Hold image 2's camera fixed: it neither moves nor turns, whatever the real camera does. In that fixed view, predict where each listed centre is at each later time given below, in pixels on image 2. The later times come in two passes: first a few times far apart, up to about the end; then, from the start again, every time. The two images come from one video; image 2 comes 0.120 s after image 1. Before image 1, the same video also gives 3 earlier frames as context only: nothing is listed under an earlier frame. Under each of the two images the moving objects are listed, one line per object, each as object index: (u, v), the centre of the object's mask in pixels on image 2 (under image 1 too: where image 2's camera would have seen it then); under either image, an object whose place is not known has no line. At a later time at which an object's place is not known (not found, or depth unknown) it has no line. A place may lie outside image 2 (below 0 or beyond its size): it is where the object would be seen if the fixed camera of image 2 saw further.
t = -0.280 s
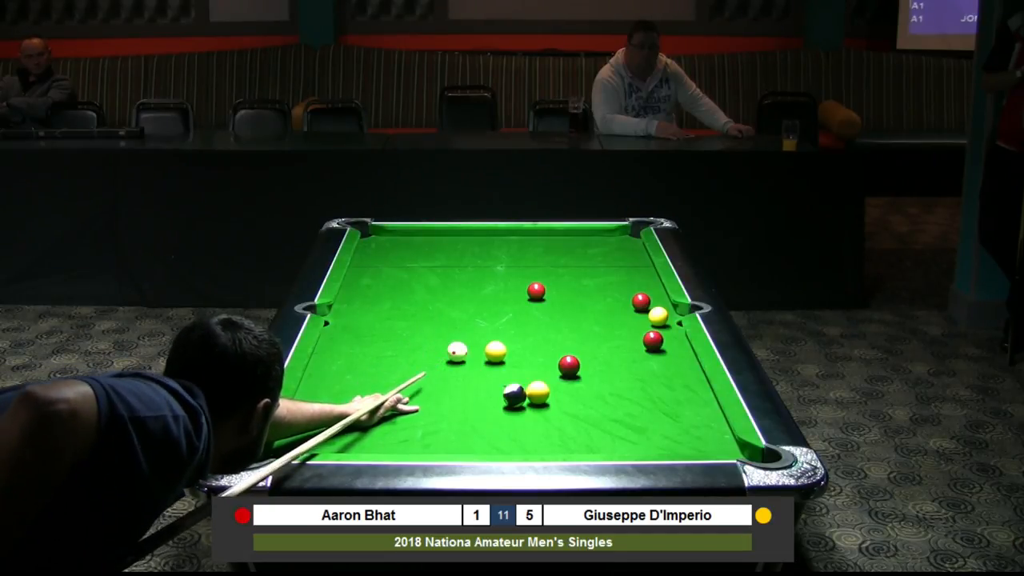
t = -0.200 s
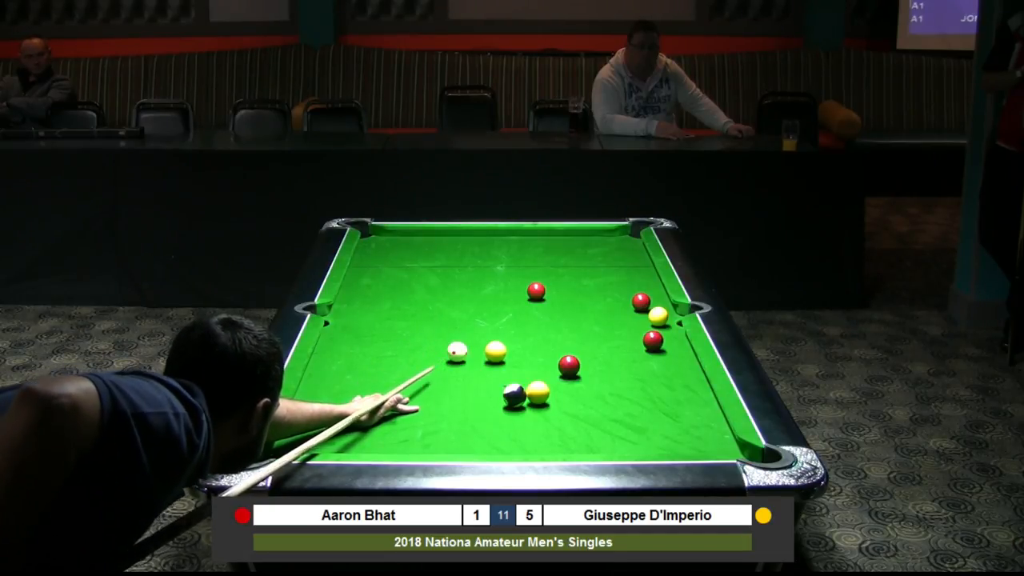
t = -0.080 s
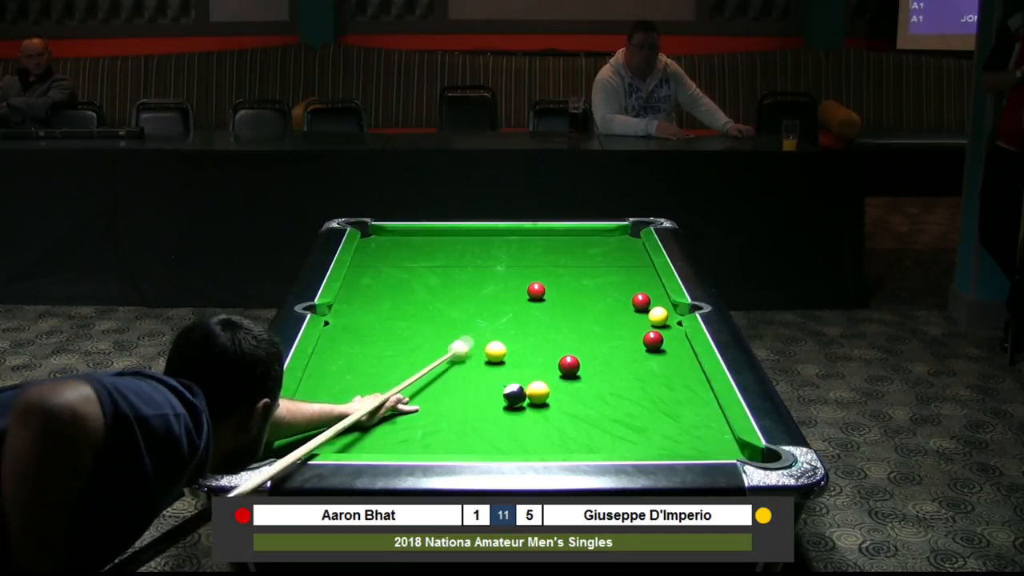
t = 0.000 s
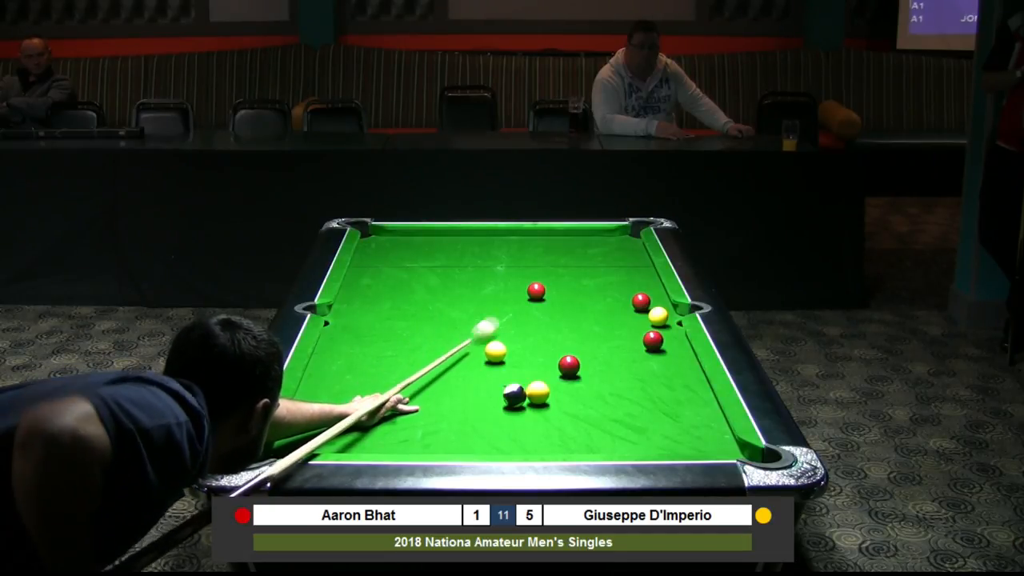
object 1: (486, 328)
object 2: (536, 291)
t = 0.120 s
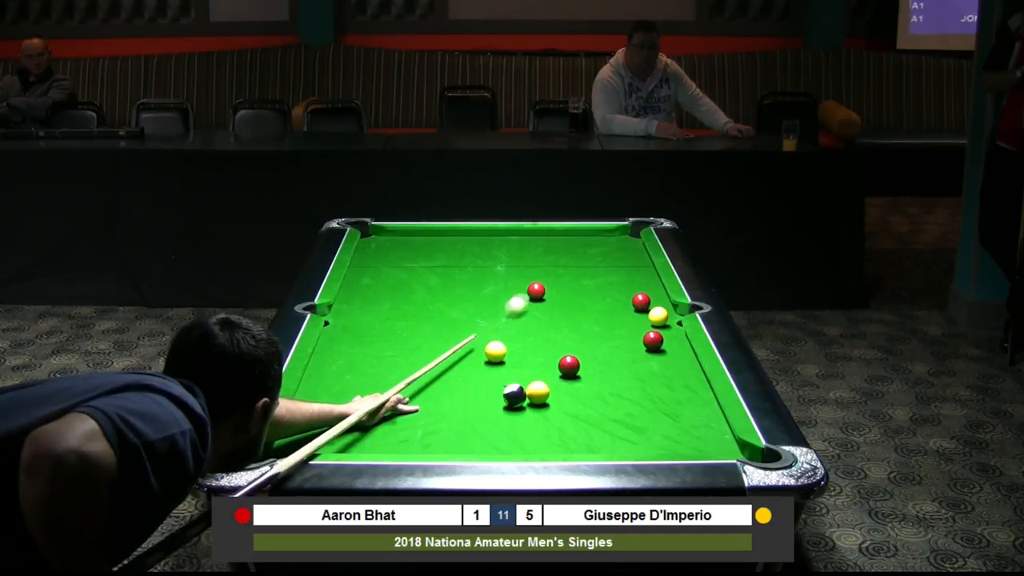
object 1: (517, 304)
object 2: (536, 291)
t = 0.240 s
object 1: (526, 296)
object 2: (551, 281)
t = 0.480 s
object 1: (527, 288)
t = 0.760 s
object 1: (530, 280)
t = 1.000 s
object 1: (532, 274)
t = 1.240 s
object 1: (534, 268)
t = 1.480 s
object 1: (535, 264)
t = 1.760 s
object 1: (536, 259)
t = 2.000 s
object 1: (536, 256)
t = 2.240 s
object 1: (536, 253)
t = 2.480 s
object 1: (536, 251)
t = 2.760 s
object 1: (536, 249)
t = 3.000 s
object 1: (536, 248)
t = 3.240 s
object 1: (536, 248)
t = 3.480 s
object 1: (536, 248)
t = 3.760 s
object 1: (536, 248)
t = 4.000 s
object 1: (536, 248)
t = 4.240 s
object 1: (536, 248)
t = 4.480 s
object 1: (536, 248)
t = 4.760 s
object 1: (536, 248)
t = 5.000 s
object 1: (536, 248)
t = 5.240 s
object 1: (536, 248)
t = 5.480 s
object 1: (536, 248)
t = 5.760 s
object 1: (536, 248)
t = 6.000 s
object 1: (536, 248)
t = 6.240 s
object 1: (536, 248)
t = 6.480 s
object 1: (536, 248)
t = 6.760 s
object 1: (536, 248)
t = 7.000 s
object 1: (536, 248)
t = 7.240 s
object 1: (536, 248)
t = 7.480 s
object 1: (536, 248)
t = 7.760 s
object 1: (536, 248)
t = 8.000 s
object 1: (536, 248)
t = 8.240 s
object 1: (536, 248)
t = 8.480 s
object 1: (536, 248)
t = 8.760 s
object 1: (536, 248)
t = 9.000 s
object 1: (536, 248)
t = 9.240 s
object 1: (536, 248)
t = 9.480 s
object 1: (536, 248)
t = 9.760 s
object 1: (536, 248)
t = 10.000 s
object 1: (536, 248)
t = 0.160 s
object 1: (525, 298)
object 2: (537, 290)
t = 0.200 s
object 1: (527, 296)
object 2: (543, 286)
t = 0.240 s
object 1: (526, 296)
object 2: (551, 281)
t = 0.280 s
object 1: (525, 295)
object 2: (557, 277)
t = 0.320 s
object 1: (525, 294)
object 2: (564, 273)
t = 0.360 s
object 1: (526, 292)
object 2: (569, 269)
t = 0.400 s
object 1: (526, 291)
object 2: (575, 266)
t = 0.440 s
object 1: (527, 290)
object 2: (580, 263)
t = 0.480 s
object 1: (527, 288)
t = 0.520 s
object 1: (528, 287)
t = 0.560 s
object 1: (528, 286)
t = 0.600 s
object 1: (528, 285)
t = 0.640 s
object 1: (529, 283)
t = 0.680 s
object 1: (529, 282)
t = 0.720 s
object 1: (529, 281)
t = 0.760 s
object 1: (530, 280)
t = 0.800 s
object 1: (530, 279)
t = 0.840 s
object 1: (531, 278)
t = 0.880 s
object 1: (531, 277)
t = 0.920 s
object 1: (531, 276)
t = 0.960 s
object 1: (532, 275)
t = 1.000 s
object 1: (532, 274)
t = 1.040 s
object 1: (532, 273)
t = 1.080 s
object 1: (532, 272)
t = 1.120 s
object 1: (533, 271)
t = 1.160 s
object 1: (533, 270)
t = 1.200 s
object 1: (533, 269)
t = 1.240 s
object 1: (534, 268)
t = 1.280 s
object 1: (534, 268)
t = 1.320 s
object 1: (534, 267)
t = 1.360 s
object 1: (534, 266)
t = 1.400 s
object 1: (534, 265)
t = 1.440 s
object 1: (535, 265)
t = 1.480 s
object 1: (535, 264)
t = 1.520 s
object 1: (535, 263)
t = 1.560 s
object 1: (535, 262)
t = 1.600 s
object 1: (535, 262)
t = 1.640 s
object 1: (535, 261)
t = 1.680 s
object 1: (535, 260)
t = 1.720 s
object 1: (535, 260)
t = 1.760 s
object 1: (536, 259)
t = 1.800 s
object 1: (536, 259)
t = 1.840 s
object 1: (536, 258)
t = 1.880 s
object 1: (536, 258)
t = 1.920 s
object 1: (536, 257)
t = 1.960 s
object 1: (536, 257)
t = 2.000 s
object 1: (536, 256)
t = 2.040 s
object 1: (536, 255)
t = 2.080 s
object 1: (536, 255)
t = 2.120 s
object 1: (536, 255)
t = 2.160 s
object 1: (536, 254)
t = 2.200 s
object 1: (536, 254)
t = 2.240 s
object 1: (536, 253)
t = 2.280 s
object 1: (536, 253)
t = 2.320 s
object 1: (536, 252)
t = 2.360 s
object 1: (536, 252)
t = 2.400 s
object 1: (536, 252)
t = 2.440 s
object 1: (536, 251)
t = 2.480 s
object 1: (536, 251)
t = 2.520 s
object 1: (536, 251)
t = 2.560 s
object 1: (536, 251)
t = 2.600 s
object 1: (536, 250)
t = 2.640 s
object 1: (536, 250)
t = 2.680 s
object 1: (536, 250)
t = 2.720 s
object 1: (536, 249)
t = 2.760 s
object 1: (536, 249)
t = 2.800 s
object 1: (536, 249)
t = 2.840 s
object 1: (536, 249)
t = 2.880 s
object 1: (536, 249)
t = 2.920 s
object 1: (536, 248)
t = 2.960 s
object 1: (536, 248)
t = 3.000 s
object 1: (536, 248)
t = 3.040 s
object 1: (536, 248)
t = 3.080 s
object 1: (536, 248)
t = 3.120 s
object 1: (536, 248)
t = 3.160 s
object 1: (536, 248)
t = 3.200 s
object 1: (536, 248)
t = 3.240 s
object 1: (536, 248)
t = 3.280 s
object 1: (536, 248)
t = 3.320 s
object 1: (536, 248)
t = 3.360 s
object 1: (536, 248)
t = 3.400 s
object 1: (536, 248)
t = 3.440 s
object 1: (536, 248)
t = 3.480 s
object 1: (536, 248)
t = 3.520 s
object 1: (536, 248)
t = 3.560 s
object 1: (536, 248)
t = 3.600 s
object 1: (536, 248)
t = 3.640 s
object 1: (536, 248)
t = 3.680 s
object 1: (536, 248)
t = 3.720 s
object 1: (536, 248)
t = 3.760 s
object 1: (536, 248)
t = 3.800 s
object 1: (536, 248)
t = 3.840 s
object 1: (536, 248)
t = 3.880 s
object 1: (536, 248)
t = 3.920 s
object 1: (536, 248)
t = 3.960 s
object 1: (536, 248)
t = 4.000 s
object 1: (536, 248)
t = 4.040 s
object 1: (536, 248)
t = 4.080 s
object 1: (536, 248)
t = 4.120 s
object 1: (536, 248)
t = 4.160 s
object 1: (536, 248)
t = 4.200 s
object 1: (536, 248)
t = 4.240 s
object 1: (536, 248)
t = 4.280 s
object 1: (536, 248)
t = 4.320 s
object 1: (536, 248)
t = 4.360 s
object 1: (536, 248)
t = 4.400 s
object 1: (536, 248)
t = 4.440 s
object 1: (536, 248)
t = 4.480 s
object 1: (536, 248)
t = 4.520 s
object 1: (536, 248)
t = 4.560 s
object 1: (536, 248)
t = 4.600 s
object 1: (536, 248)
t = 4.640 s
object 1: (536, 248)
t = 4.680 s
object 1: (536, 248)
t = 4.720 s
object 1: (536, 248)
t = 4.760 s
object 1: (536, 248)
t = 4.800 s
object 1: (536, 248)
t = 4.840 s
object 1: (536, 248)
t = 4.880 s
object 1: (536, 248)
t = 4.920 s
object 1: (536, 248)
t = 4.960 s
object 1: (536, 248)
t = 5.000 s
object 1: (536, 248)
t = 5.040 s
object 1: (536, 248)
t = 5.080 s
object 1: (536, 248)
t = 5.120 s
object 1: (536, 248)
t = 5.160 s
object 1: (536, 248)
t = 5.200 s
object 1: (536, 248)
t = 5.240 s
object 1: (536, 248)
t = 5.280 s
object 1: (536, 248)
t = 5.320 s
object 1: (536, 248)
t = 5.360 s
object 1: (536, 248)
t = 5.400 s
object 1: (536, 248)
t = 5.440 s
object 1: (536, 248)
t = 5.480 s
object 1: (536, 248)
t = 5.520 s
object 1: (536, 248)
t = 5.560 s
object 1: (536, 248)
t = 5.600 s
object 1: (536, 248)
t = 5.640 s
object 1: (536, 248)
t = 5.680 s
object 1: (536, 248)
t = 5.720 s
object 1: (536, 248)
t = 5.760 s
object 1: (536, 248)
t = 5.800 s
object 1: (536, 248)
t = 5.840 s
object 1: (536, 248)
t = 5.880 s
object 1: (536, 248)
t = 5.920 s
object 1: (536, 248)
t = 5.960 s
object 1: (536, 248)
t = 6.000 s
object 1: (536, 248)
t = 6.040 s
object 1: (536, 248)
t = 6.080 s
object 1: (536, 248)
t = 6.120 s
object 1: (536, 248)
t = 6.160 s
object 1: (536, 248)
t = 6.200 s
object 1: (536, 248)
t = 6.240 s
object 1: (536, 248)
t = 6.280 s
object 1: (536, 248)
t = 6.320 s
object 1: (536, 248)
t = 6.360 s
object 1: (536, 248)
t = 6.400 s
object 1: (536, 248)
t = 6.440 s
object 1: (536, 248)
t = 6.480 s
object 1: (536, 248)
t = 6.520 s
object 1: (536, 248)
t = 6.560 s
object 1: (536, 248)
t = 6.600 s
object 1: (536, 248)
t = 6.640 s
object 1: (536, 248)
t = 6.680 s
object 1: (536, 248)
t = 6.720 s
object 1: (536, 248)
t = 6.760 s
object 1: (536, 248)
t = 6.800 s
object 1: (536, 248)
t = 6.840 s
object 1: (536, 248)
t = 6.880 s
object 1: (536, 248)
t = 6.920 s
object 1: (536, 248)
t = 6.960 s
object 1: (536, 248)
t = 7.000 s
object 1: (536, 248)
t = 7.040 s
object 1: (536, 248)
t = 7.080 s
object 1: (536, 248)
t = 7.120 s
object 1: (536, 248)
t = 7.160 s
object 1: (536, 248)
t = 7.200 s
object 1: (536, 248)
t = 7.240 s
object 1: (536, 248)
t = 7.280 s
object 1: (536, 248)
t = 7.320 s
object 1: (536, 248)
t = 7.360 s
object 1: (536, 248)
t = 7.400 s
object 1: (536, 248)
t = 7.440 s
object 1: (536, 248)
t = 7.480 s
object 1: (536, 248)
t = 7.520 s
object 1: (536, 248)
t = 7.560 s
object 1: (536, 248)
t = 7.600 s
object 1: (536, 248)
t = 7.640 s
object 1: (536, 248)
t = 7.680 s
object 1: (536, 248)
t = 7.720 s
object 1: (536, 248)
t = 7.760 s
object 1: (536, 248)
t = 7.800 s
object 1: (536, 248)
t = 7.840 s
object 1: (536, 248)
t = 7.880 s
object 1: (536, 248)
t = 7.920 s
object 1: (536, 248)
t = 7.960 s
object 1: (536, 248)
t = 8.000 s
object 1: (536, 248)
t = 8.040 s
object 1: (536, 248)
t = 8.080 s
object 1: (536, 248)
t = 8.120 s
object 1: (536, 248)
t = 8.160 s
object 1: (536, 248)
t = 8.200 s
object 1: (536, 248)
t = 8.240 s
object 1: (536, 248)
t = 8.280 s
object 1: (536, 248)
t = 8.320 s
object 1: (536, 248)
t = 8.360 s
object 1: (536, 248)
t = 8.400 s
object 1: (536, 248)
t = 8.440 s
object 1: (536, 248)
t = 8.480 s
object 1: (536, 248)
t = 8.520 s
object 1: (536, 248)
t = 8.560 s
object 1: (536, 248)
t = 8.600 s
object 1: (536, 248)
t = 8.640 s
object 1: (536, 248)
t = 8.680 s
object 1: (536, 248)
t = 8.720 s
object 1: (536, 248)
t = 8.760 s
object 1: (536, 248)
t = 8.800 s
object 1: (536, 248)
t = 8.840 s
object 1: (536, 248)
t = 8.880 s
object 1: (536, 248)
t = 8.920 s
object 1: (536, 248)
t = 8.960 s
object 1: (536, 248)
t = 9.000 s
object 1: (536, 248)
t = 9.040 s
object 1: (536, 248)
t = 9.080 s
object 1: (536, 248)
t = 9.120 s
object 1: (536, 248)
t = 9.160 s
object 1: (536, 248)
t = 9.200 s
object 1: (536, 248)
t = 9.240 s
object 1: (536, 248)
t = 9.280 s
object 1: (536, 248)
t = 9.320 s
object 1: (536, 248)
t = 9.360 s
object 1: (536, 248)
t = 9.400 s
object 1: (536, 248)
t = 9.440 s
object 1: (536, 248)
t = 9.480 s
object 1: (536, 248)
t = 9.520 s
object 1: (536, 248)
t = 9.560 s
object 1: (536, 248)
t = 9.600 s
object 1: (536, 248)
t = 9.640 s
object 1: (536, 248)
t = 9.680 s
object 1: (536, 248)
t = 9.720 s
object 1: (536, 248)
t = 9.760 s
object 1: (536, 248)
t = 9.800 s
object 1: (536, 248)
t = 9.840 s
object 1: (536, 248)
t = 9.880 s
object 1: (536, 248)
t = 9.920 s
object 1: (536, 248)
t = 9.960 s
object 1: (536, 248)
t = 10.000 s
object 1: (536, 248)
